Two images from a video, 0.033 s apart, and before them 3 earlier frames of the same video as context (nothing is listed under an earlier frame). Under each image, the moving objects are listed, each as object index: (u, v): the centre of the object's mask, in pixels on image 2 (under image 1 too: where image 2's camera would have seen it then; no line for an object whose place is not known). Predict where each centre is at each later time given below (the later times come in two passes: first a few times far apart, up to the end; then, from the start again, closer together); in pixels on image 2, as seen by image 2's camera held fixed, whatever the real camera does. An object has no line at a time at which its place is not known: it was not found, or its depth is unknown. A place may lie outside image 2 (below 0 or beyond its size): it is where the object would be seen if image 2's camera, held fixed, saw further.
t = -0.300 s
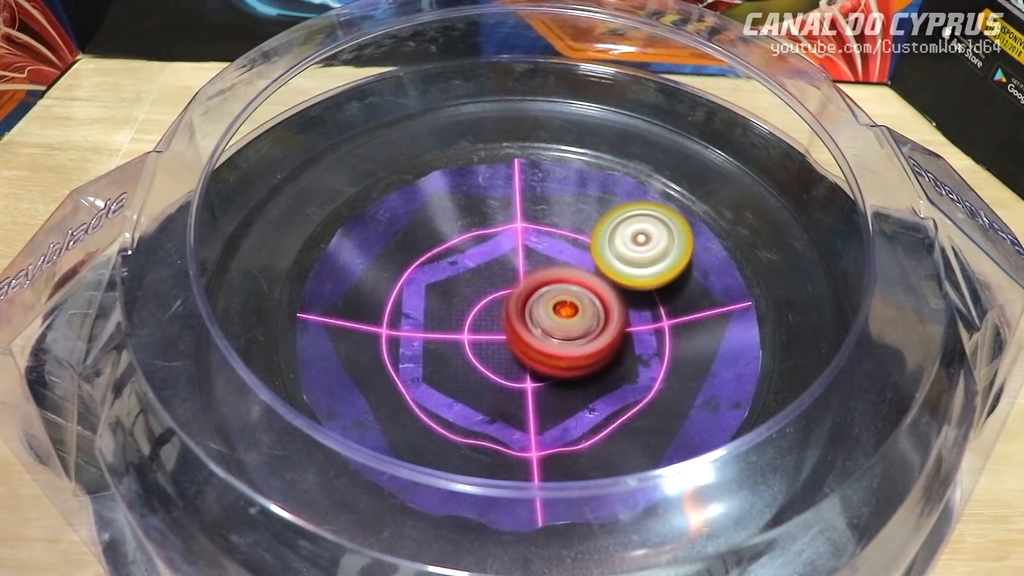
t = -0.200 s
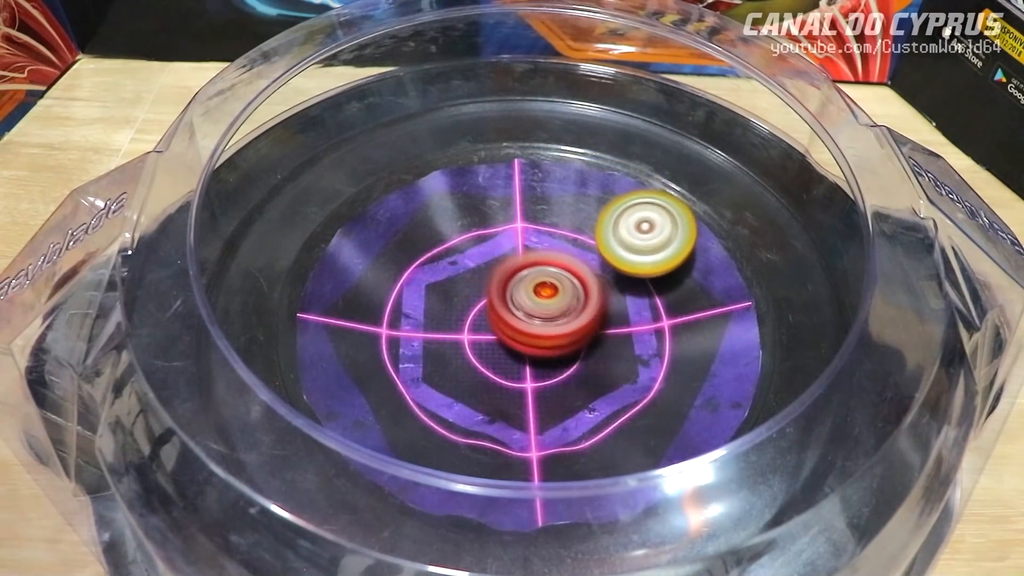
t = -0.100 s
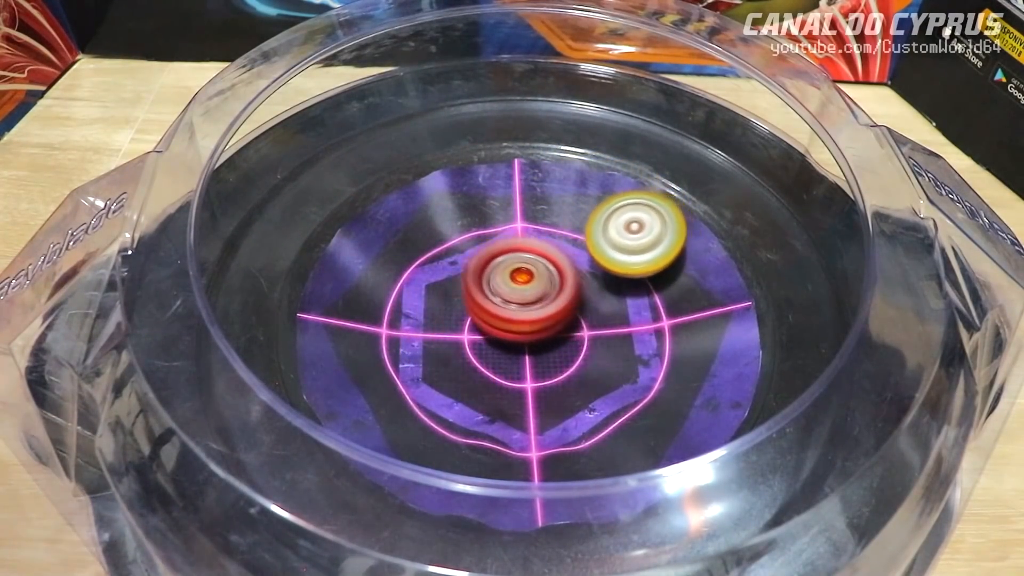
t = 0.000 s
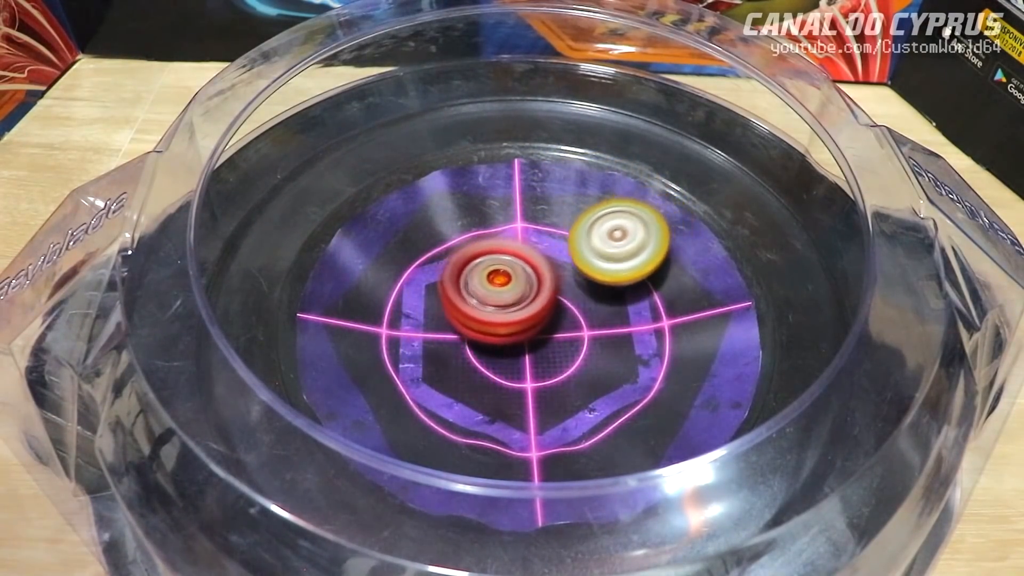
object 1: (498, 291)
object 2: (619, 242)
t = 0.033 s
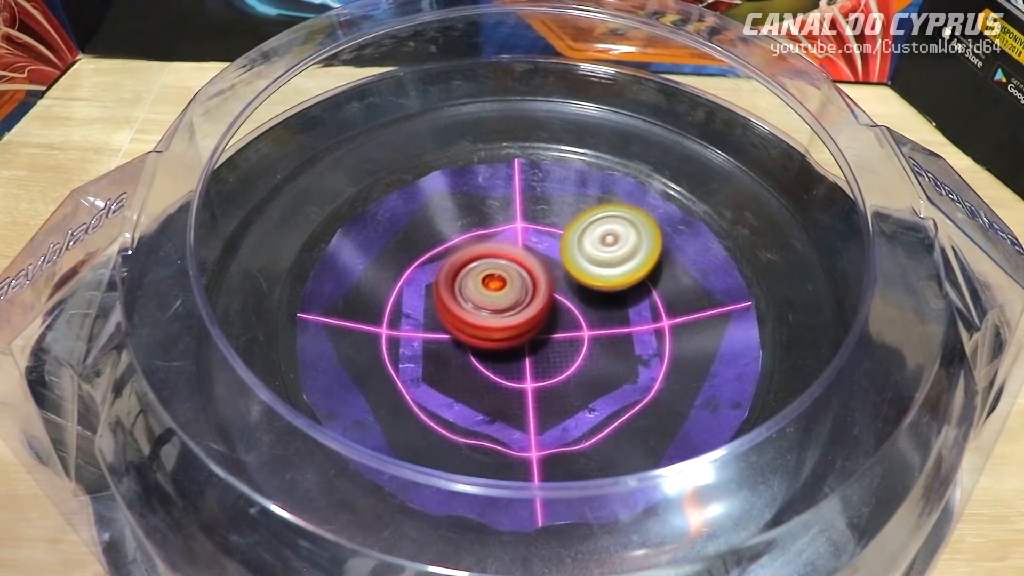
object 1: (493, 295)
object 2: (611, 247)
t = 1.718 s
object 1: (492, 278)
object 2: (537, 366)
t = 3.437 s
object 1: (554, 342)
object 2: (488, 255)
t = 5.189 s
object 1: (485, 291)
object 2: (574, 354)
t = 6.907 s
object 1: (546, 336)
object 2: (488, 237)
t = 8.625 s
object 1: (528, 254)
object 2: (503, 359)
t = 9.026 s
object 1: (566, 288)
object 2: (452, 302)
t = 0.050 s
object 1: (491, 298)
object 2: (607, 250)
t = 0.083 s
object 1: (490, 305)
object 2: (599, 257)
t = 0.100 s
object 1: (489, 308)
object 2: (595, 260)
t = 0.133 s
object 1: (486, 315)
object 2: (591, 267)
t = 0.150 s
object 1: (482, 319)
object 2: (593, 271)
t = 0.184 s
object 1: (476, 325)
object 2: (593, 278)
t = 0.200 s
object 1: (474, 328)
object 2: (593, 282)
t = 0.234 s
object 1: (475, 333)
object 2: (594, 290)
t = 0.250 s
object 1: (476, 335)
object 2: (595, 294)
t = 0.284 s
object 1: (482, 340)
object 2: (597, 300)
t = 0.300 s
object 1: (486, 341)
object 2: (599, 303)
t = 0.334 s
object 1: (495, 344)
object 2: (604, 307)
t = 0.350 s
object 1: (496, 344)
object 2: (610, 307)
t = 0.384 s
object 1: (500, 344)
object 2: (619, 308)
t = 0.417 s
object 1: (506, 341)
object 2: (625, 309)
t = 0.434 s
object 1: (509, 339)
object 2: (627, 310)
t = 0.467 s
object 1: (512, 335)
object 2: (633, 313)
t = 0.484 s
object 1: (514, 332)
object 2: (635, 314)
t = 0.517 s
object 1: (516, 327)
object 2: (639, 316)
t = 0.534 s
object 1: (518, 324)
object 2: (640, 316)
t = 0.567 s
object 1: (519, 318)
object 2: (641, 317)
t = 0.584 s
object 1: (519, 316)
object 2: (642, 318)
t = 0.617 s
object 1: (517, 312)
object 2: (642, 319)
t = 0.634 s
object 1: (517, 310)
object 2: (642, 320)
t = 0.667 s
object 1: (514, 307)
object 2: (639, 321)
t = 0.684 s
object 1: (512, 306)
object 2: (638, 321)
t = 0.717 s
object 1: (508, 303)
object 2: (633, 322)
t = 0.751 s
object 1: (503, 301)
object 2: (628, 324)
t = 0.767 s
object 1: (500, 300)
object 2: (625, 325)
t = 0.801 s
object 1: (494, 299)
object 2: (619, 327)
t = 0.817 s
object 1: (492, 299)
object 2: (616, 328)
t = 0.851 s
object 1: (487, 300)
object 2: (609, 330)
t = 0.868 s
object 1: (485, 301)
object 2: (606, 331)
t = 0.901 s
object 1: (482, 303)
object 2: (600, 332)
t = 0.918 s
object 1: (481, 304)
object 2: (597, 333)
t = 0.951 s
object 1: (478, 305)
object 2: (592, 337)
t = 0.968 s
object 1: (477, 305)
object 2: (589, 339)
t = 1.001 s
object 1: (475, 304)
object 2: (586, 344)
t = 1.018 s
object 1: (474, 304)
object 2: (584, 346)
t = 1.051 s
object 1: (474, 304)
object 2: (580, 350)
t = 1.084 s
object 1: (476, 304)
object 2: (577, 354)
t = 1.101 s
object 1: (477, 304)
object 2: (576, 357)
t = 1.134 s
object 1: (478, 302)
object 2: (578, 362)
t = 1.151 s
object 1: (479, 301)
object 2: (579, 364)
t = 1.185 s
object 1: (481, 301)
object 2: (579, 366)
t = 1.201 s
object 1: (482, 300)
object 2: (579, 367)
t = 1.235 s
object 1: (484, 299)
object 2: (578, 367)
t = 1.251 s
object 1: (486, 299)
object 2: (578, 367)
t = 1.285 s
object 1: (488, 298)
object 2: (577, 366)
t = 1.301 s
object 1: (489, 297)
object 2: (576, 365)
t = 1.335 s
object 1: (490, 295)
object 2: (574, 364)
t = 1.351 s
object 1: (491, 294)
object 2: (573, 363)
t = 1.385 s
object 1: (493, 291)
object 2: (571, 363)
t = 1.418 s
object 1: (493, 288)
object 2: (567, 365)
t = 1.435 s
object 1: (493, 286)
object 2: (566, 366)
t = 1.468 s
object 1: (492, 284)
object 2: (562, 367)
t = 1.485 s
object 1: (492, 283)
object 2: (561, 367)
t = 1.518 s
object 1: (491, 283)
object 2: (559, 365)
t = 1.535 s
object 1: (491, 283)
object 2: (557, 365)
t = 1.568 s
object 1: (491, 282)
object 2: (554, 363)
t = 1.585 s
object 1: (490, 282)
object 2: (552, 363)
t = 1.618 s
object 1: (490, 281)
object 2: (549, 365)
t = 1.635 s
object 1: (490, 280)
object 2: (547, 365)
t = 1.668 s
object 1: (491, 279)
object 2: (544, 365)
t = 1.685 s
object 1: (491, 279)
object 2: (542, 365)
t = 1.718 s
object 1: (492, 278)
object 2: (537, 366)
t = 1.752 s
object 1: (493, 274)
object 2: (533, 368)
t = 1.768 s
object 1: (493, 272)
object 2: (532, 369)
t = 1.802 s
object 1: (493, 270)
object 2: (530, 370)
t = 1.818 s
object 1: (494, 270)
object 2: (527, 369)
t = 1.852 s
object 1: (495, 269)
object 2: (519, 367)
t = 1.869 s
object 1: (496, 269)
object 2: (516, 366)
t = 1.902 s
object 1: (498, 268)
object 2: (513, 362)
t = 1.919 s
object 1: (500, 267)
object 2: (512, 361)
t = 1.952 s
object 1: (503, 265)
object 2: (512, 360)
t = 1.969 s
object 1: (505, 264)
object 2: (512, 360)
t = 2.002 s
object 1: (509, 263)
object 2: (508, 357)
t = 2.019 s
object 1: (511, 262)
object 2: (505, 355)
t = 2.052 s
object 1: (517, 259)
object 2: (494, 356)
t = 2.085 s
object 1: (523, 255)
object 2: (483, 357)
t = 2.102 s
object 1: (525, 254)
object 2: (479, 357)
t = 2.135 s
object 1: (530, 251)
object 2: (471, 358)
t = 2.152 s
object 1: (532, 250)
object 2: (468, 358)
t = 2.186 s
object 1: (536, 250)
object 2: (465, 360)
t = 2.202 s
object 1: (538, 250)
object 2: (465, 361)
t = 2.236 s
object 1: (541, 252)
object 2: (465, 362)
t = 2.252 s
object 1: (542, 253)
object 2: (465, 362)
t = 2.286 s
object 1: (544, 257)
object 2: (466, 361)
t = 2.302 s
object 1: (545, 259)
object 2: (468, 360)
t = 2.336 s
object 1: (547, 264)
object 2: (472, 358)
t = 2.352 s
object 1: (547, 267)
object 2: (474, 356)
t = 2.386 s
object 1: (548, 273)
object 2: (479, 351)
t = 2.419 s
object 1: (554, 277)
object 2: (475, 348)
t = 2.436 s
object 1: (560, 277)
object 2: (472, 347)
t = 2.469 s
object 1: (570, 276)
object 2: (467, 344)
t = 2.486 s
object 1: (574, 276)
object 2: (466, 342)
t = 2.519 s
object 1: (582, 276)
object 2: (466, 340)
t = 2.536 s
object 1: (585, 276)
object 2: (466, 339)
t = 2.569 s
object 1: (590, 276)
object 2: (469, 338)
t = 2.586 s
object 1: (592, 276)
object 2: (470, 338)
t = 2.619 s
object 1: (594, 277)
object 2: (470, 336)
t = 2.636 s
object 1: (594, 278)
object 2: (470, 334)
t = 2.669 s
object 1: (593, 279)
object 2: (470, 329)
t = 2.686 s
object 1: (592, 280)
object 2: (470, 327)
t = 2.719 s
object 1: (588, 282)
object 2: (469, 324)
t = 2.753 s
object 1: (583, 285)
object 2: (468, 320)
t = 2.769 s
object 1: (581, 287)
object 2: (467, 319)
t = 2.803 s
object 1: (578, 290)
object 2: (462, 315)
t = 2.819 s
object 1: (580, 293)
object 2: (457, 312)
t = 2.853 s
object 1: (584, 295)
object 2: (452, 306)
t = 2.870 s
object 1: (585, 297)
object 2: (451, 302)
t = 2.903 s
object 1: (587, 300)
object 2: (450, 297)
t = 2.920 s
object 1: (588, 301)
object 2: (449, 295)
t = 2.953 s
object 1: (588, 304)
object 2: (449, 291)
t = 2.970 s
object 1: (588, 305)
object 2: (449, 290)
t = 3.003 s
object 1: (586, 308)
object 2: (450, 287)
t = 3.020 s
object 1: (584, 309)
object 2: (450, 285)
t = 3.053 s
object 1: (580, 312)
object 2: (451, 283)
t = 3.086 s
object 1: (575, 315)
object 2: (453, 281)
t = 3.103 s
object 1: (573, 316)
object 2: (454, 281)
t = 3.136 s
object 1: (567, 318)
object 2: (457, 279)
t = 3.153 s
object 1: (565, 320)
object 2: (458, 278)
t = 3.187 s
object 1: (564, 324)
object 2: (459, 273)
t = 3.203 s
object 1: (563, 326)
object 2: (460, 271)
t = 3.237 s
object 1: (562, 329)
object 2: (463, 266)
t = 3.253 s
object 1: (562, 331)
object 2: (465, 265)
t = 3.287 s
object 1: (560, 334)
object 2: (468, 262)
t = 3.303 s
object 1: (559, 336)
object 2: (470, 261)
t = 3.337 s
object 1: (558, 338)
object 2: (474, 260)
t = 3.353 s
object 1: (557, 339)
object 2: (476, 259)
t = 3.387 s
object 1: (556, 341)
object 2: (481, 258)
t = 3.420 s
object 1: (554, 342)
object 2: (486, 256)
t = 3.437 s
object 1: (554, 342)
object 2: (488, 255)
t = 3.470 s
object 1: (552, 342)
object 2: (494, 253)
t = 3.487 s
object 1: (551, 341)
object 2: (497, 252)
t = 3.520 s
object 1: (549, 340)
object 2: (503, 250)
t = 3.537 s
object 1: (549, 339)
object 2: (506, 248)
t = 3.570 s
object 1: (547, 338)
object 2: (512, 246)
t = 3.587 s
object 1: (545, 337)
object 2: (515, 244)
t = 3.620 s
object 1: (543, 336)
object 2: (521, 241)
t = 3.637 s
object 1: (542, 335)
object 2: (525, 240)
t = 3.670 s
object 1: (539, 334)
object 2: (530, 239)
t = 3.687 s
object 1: (537, 333)
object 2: (532, 238)
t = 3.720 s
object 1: (534, 332)
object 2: (536, 237)
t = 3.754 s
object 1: (531, 332)
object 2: (540, 237)
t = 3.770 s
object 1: (529, 332)
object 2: (541, 236)
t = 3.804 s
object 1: (527, 333)
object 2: (543, 236)
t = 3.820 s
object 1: (525, 333)
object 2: (544, 236)
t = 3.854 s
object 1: (523, 334)
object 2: (545, 237)
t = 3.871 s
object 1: (521, 335)
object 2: (546, 237)
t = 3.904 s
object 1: (518, 336)
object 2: (546, 238)
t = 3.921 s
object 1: (517, 337)
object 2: (546, 239)
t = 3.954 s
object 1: (514, 338)
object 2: (545, 241)
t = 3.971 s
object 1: (513, 339)
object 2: (545, 242)
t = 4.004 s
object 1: (511, 340)
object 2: (544, 245)
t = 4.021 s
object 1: (510, 341)
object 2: (544, 247)
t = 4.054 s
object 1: (508, 343)
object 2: (545, 251)
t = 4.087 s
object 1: (506, 344)
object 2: (547, 255)
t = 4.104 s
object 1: (506, 345)
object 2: (548, 258)
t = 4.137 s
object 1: (502, 348)
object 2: (555, 262)
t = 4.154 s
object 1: (500, 350)
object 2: (559, 264)
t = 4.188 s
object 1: (497, 352)
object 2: (566, 268)
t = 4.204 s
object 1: (496, 354)
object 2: (569, 269)
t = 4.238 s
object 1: (495, 355)
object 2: (575, 272)
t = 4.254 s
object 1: (494, 355)
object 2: (578, 274)
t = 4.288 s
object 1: (494, 354)
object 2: (583, 277)
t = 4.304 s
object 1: (495, 354)
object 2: (585, 279)
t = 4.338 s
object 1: (496, 351)
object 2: (590, 282)
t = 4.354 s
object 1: (496, 350)
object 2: (592, 284)
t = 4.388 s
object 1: (498, 345)
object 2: (595, 286)
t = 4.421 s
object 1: (500, 340)
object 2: (598, 289)
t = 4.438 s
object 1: (500, 337)
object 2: (601, 291)
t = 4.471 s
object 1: (492, 331)
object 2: (609, 293)
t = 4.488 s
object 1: (489, 329)
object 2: (612, 295)
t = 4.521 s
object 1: (483, 323)
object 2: (616, 298)
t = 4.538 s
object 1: (481, 321)
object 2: (617, 299)
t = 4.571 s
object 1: (476, 316)
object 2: (617, 302)
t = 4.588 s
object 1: (475, 313)
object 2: (617, 303)
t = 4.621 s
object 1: (472, 309)
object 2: (616, 305)
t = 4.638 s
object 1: (470, 307)
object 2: (615, 305)
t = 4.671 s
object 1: (469, 303)
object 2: (612, 307)
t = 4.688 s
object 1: (468, 301)
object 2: (610, 307)
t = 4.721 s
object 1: (468, 299)
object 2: (607, 308)
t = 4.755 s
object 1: (470, 296)
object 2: (602, 309)
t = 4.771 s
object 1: (470, 296)
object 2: (600, 310)
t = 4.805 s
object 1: (473, 295)
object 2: (595, 312)
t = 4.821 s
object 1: (474, 294)
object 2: (593, 314)
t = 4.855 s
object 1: (477, 293)
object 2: (588, 317)
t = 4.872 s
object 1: (477, 293)
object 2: (587, 319)
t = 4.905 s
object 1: (476, 291)
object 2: (587, 325)
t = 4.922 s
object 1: (475, 291)
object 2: (587, 328)
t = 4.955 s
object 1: (475, 290)
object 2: (586, 333)
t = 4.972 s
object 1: (474, 290)
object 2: (586, 336)
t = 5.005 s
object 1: (474, 290)
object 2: (585, 340)
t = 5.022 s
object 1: (474, 289)
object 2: (584, 342)
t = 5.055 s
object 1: (474, 289)
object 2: (582, 346)
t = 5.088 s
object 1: (476, 289)
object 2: (580, 349)
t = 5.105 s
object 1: (477, 290)
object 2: (580, 350)
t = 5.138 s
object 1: (480, 290)
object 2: (577, 353)
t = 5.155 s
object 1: (481, 290)
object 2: (576, 353)
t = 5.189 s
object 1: (485, 291)
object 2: (574, 354)
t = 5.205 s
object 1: (487, 290)
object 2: (572, 355)
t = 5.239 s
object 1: (490, 288)
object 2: (570, 358)
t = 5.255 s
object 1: (491, 287)
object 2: (569, 359)
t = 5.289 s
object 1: (494, 283)
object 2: (565, 360)
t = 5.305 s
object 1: (495, 282)
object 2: (564, 361)
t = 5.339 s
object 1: (497, 279)
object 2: (561, 361)
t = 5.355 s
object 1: (498, 277)
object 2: (559, 362)
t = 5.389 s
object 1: (501, 275)
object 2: (556, 362)
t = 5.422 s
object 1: (503, 273)
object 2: (551, 362)
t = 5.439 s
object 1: (505, 271)
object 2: (549, 362)
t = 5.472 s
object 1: (508, 269)
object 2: (543, 361)
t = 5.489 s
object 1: (509, 269)
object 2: (540, 361)
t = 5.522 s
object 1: (512, 268)
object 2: (534, 360)
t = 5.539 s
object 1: (513, 268)
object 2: (531, 359)
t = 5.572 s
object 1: (517, 267)
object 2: (523, 359)
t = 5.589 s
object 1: (519, 265)
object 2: (518, 362)
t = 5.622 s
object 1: (522, 260)
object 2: (510, 364)
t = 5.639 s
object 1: (523, 258)
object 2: (507, 365)
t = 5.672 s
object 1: (526, 255)
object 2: (501, 364)
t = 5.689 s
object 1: (527, 253)
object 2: (497, 364)
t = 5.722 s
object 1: (529, 252)
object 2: (492, 363)
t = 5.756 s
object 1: (530, 252)
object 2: (487, 362)
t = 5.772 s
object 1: (531, 253)
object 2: (484, 361)
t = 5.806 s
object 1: (532, 255)
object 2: (480, 359)
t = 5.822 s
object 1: (532, 257)
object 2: (478, 358)
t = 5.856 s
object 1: (534, 262)
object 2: (474, 357)
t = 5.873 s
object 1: (534, 265)
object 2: (473, 356)
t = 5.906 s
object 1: (536, 271)
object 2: (470, 354)
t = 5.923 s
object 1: (537, 274)
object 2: (469, 354)
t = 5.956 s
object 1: (539, 280)
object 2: (467, 352)
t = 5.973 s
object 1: (541, 283)
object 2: (464, 351)
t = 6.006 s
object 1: (552, 285)
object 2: (454, 349)
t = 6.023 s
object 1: (557, 285)
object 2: (451, 348)
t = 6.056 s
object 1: (567, 285)
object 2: (447, 344)
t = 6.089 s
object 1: (575, 285)
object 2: (443, 340)
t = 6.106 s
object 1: (578, 285)
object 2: (442, 338)
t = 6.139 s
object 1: (584, 286)
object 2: (440, 334)
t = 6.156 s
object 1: (586, 286)
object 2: (439, 333)
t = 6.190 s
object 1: (589, 287)
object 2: (438, 329)
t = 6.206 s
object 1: (590, 287)
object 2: (438, 327)
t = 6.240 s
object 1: (591, 287)
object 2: (438, 324)
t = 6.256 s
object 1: (590, 288)
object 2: (439, 322)
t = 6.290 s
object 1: (589, 289)
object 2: (441, 318)
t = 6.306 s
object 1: (587, 291)
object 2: (442, 316)
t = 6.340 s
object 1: (583, 293)
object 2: (445, 312)
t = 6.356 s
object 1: (580, 295)
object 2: (446, 309)
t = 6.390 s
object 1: (574, 299)
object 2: (449, 304)
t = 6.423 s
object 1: (568, 301)
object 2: (452, 299)
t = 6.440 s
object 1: (567, 304)
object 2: (453, 296)
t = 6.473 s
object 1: (568, 310)
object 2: (451, 288)
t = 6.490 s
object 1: (568, 312)
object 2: (451, 284)
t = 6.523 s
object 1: (570, 316)
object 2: (453, 278)
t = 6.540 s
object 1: (570, 318)
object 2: (453, 275)
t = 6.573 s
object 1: (570, 322)
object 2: (455, 269)
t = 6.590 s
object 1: (571, 324)
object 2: (456, 265)
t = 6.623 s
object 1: (571, 327)
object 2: (458, 260)
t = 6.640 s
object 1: (571, 329)
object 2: (459, 257)
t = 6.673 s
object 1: (570, 331)
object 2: (462, 253)
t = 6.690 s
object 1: (569, 332)
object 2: (464, 250)
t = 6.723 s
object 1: (568, 333)
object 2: (467, 247)
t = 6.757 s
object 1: (565, 336)
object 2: (470, 244)
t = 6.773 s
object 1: (564, 336)
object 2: (472, 243)
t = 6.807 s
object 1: (560, 337)
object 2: (476, 240)
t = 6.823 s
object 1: (558, 336)
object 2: (478, 240)
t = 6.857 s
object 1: (554, 337)
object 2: (482, 238)
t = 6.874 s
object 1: (552, 336)
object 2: (484, 238)
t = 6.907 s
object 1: (546, 336)
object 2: (488, 237)
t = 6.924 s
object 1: (544, 335)
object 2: (489, 236)
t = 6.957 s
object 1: (539, 335)
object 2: (493, 236)
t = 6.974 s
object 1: (536, 334)
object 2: (494, 236)
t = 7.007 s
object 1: (531, 334)
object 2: (499, 237)
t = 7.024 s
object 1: (529, 334)
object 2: (500, 237)
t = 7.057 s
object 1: (524, 335)
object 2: (505, 238)
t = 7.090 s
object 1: (518, 337)
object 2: (511, 236)
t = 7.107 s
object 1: (516, 339)
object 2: (514, 237)
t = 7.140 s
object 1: (510, 341)
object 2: (520, 238)
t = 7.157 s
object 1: (508, 342)
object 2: (523, 239)
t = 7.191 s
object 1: (504, 344)
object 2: (530, 241)
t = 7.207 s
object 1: (502, 345)
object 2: (533, 243)
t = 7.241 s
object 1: (500, 346)
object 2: (539, 246)
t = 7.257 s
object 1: (498, 347)
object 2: (543, 247)
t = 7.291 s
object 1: (496, 347)
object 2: (550, 250)
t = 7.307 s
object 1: (495, 347)
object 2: (553, 252)
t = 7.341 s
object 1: (494, 345)
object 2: (560, 255)
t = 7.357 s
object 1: (493, 345)
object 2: (563, 257)
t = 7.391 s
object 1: (491, 343)
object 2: (571, 259)
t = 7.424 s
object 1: (490, 341)
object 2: (578, 262)
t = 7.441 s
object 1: (490, 340)
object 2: (581, 264)
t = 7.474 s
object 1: (489, 337)
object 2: (588, 267)
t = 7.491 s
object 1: (488, 336)
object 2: (590, 268)
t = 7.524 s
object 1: (487, 333)
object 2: (596, 271)
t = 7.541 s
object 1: (486, 331)
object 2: (597, 272)
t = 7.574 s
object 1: (485, 327)
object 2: (602, 275)
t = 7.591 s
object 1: (484, 325)
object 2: (603, 276)
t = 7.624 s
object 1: (482, 322)
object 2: (606, 279)
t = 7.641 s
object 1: (481, 320)
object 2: (607, 281)
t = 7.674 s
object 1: (479, 317)
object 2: (608, 284)
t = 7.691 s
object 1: (478, 315)
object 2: (608, 285)
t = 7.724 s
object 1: (475, 312)
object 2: (609, 288)
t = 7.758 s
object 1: (473, 309)
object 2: (607, 291)
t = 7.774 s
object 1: (472, 308)
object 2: (607, 292)
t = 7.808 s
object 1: (469, 304)
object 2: (605, 295)
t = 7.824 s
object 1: (468, 303)
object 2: (605, 296)
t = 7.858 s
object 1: (466, 300)
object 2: (602, 301)
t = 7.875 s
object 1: (465, 300)
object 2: (602, 303)
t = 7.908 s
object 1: (464, 298)
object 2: (598, 309)
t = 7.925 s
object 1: (463, 296)
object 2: (597, 311)
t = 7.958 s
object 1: (463, 294)
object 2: (593, 317)
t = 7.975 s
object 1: (462, 293)
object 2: (592, 320)
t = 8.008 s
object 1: (461, 290)
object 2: (587, 326)
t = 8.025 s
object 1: (461, 289)
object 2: (585, 329)
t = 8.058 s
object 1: (462, 287)
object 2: (580, 335)
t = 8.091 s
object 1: (463, 285)
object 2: (575, 342)
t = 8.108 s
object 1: (464, 284)
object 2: (573, 345)
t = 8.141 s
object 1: (466, 282)
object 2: (567, 350)
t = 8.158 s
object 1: (467, 281)
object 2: (565, 353)
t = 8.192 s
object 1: (471, 280)
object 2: (560, 357)
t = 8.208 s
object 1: (473, 279)
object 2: (558, 359)
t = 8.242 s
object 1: (477, 277)
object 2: (552, 362)
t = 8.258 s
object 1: (479, 276)
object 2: (551, 363)
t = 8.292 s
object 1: (483, 274)
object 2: (545, 365)
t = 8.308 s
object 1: (486, 273)
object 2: (544, 366)
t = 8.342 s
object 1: (491, 271)
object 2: (539, 367)
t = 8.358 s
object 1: (494, 270)
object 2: (537, 368)
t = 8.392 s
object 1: (498, 268)
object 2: (533, 368)
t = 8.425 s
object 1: (503, 266)
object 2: (528, 369)
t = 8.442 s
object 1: (505, 264)
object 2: (526, 368)
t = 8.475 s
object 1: (509, 262)
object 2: (521, 368)
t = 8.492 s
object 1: (512, 261)
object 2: (519, 367)
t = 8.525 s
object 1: (516, 259)
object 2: (514, 366)
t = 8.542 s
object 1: (518, 258)
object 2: (512, 365)
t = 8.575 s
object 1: (522, 256)
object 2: (508, 363)
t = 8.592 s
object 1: (524, 256)
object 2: (506, 362)
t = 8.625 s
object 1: (528, 254)
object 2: (503, 359)
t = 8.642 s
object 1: (529, 254)
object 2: (500, 358)
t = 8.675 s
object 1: (533, 254)
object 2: (495, 354)
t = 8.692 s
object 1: (535, 254)
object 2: (492, 352)
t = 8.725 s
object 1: (538, 255)
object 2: (486, 347)
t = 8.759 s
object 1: (542, 257)
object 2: (481, 342)
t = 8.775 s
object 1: (544, 258)
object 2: (477, 339)
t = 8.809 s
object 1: (547, 261)
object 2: (473, 334)
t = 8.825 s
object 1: (549, 262)
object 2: (470, 332)
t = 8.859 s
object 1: (552, 265)
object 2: (465, 326)
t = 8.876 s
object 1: (554, 267)
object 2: (463, 324)
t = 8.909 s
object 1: (556, 271)
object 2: (459, 318)
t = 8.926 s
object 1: (558, 273)
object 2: (458, 316)
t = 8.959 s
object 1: (561, 278)
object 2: (455, 311)
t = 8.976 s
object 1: (562, 280)
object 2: (454, 309)
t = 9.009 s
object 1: (564, 285)
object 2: (452, 304)
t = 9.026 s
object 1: (566, 288)
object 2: (452, 302)
